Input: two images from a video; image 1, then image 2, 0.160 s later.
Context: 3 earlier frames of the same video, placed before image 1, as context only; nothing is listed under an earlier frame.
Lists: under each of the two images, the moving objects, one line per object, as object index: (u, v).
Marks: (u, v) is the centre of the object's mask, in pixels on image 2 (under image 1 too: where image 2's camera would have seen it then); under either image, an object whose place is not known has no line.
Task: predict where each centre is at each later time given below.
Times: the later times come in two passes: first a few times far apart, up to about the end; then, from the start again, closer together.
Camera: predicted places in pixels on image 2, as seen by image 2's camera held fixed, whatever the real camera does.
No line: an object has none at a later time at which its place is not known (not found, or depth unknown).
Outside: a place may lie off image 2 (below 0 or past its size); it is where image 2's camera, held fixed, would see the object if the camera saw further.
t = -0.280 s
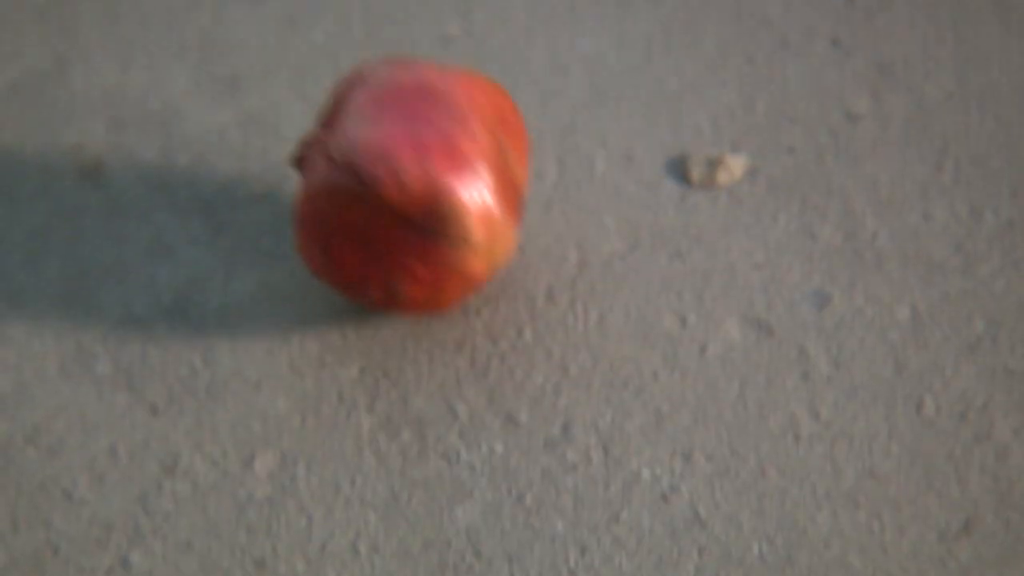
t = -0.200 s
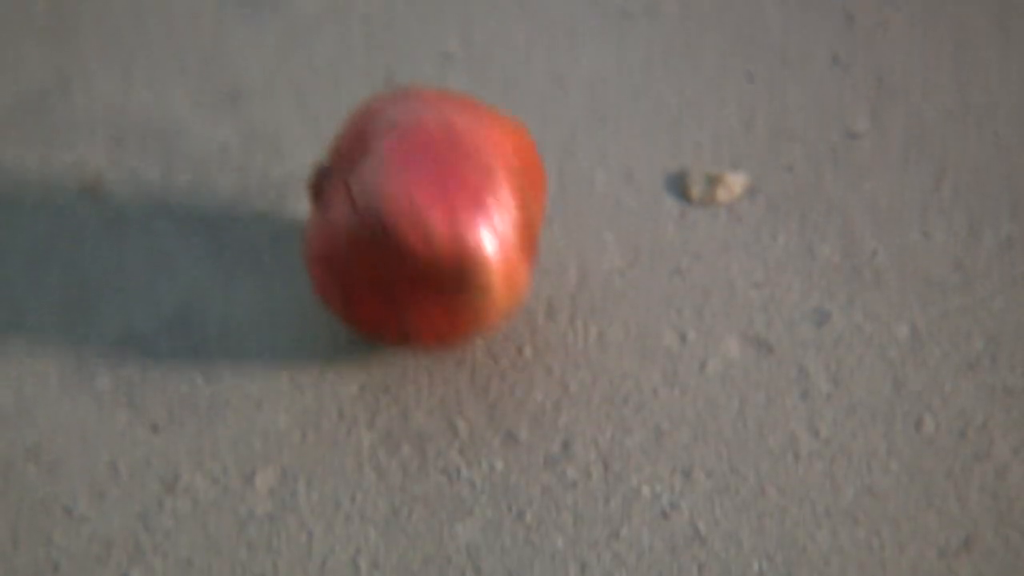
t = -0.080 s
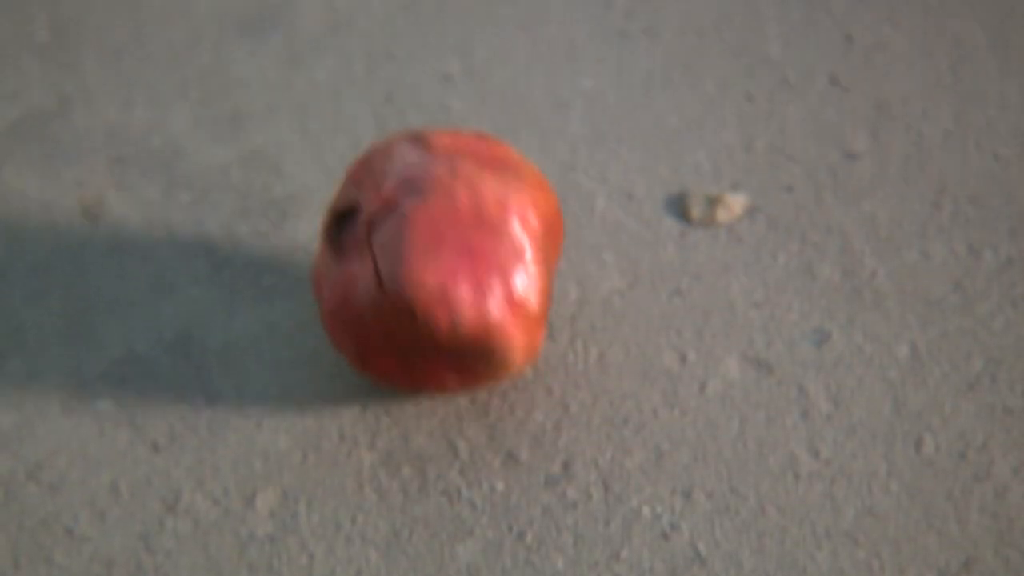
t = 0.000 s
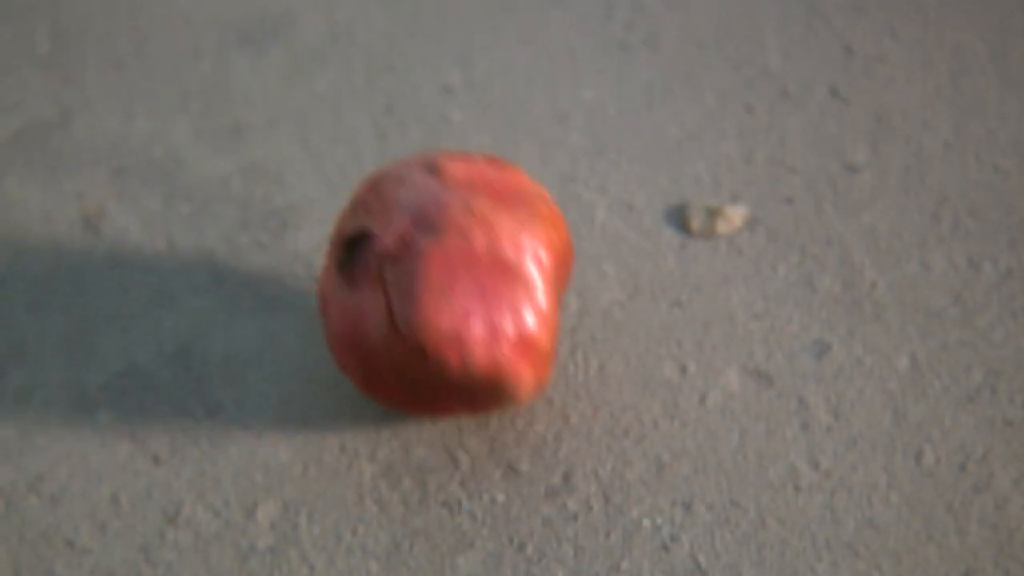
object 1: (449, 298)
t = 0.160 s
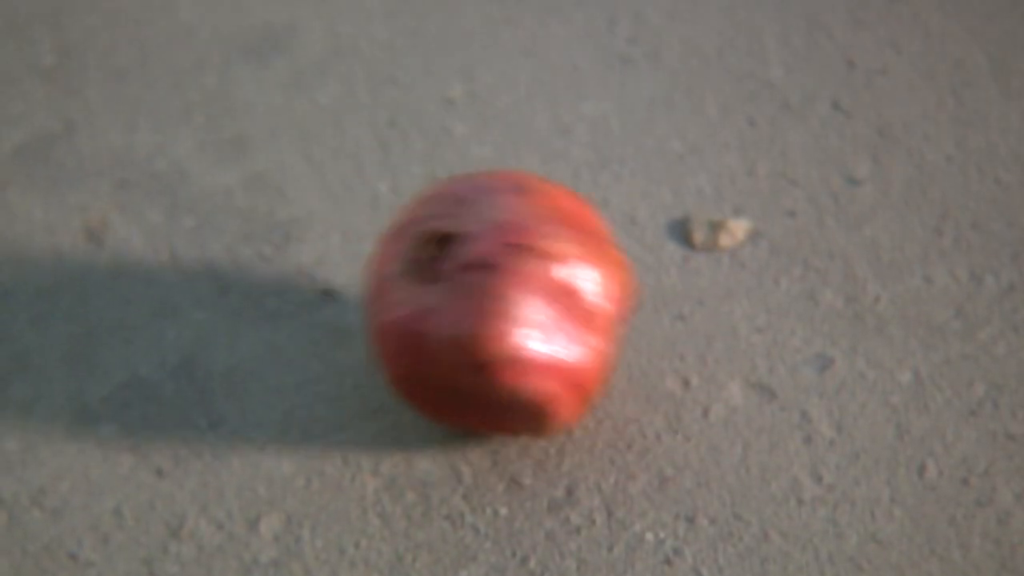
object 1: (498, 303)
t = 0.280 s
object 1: (559, 291)
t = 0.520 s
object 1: (586, 268)
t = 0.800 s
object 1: (522, 303)
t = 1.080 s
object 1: (582, 280)
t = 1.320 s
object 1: (563, 283)
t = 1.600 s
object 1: (582, 278)
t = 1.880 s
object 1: (569, 288)
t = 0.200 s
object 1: (522, 305)
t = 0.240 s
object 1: (542, 300)
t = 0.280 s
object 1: (559, 291)
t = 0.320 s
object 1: (579, 275)
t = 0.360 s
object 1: (595, 258)
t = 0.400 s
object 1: (608, 252)
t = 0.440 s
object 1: (611, 255)
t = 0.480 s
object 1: (604, 261)
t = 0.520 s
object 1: (586, 268)
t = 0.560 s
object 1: (566, 280)
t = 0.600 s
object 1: (550, 290)
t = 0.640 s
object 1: (539, 296)
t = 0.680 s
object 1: (530, 299)
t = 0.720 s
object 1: (525, 301)
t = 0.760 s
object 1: (523, 303)
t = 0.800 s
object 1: (522, 303)
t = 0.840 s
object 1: (523, 303)
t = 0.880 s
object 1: (525, 302)
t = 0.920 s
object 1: (529, 301)
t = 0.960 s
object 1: (536, 297)
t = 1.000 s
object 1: (547, 294)
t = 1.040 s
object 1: (564, 288)
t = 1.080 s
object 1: (582, 280)
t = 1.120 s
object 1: (592, 270)
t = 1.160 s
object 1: (592, 263)
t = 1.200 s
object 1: (593, 265)
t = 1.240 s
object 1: (589, 270)
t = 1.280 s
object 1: (577, 277)
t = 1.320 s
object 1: (563, 283)
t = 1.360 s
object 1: (553, 287)
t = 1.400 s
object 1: (551, 290)
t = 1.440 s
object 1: (554, 292)
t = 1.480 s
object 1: (563, 292)
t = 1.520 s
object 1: (576, 288)
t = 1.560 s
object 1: (582, 284)
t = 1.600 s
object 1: (582, 278)
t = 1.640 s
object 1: (576, 273)
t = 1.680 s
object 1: (570, 278)
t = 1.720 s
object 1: (568, 283)
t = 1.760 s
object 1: (569, 290)
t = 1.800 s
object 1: (572, 294)
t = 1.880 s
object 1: (569, 288)
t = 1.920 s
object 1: (568, 285)
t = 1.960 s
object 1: (572, 284)
